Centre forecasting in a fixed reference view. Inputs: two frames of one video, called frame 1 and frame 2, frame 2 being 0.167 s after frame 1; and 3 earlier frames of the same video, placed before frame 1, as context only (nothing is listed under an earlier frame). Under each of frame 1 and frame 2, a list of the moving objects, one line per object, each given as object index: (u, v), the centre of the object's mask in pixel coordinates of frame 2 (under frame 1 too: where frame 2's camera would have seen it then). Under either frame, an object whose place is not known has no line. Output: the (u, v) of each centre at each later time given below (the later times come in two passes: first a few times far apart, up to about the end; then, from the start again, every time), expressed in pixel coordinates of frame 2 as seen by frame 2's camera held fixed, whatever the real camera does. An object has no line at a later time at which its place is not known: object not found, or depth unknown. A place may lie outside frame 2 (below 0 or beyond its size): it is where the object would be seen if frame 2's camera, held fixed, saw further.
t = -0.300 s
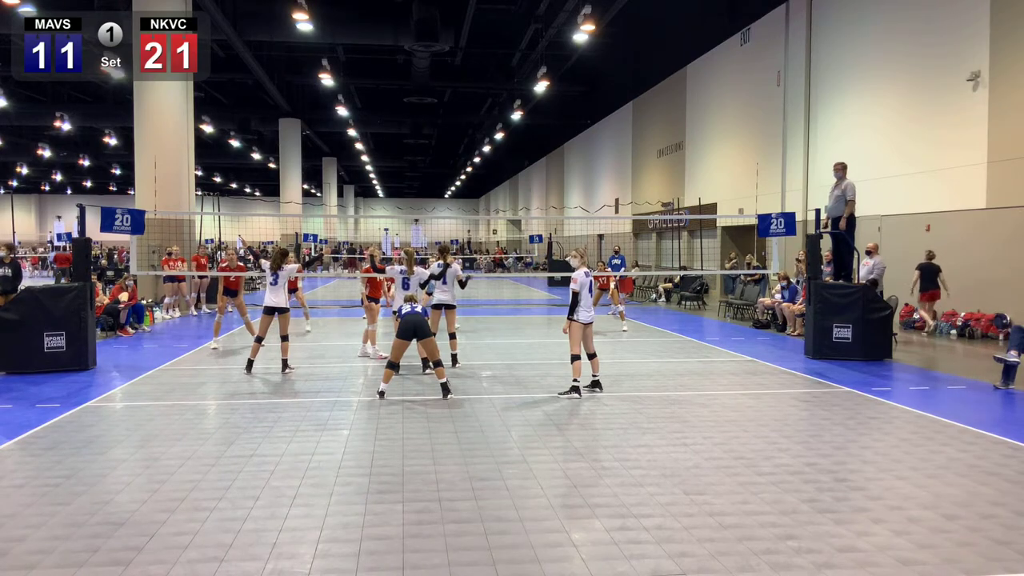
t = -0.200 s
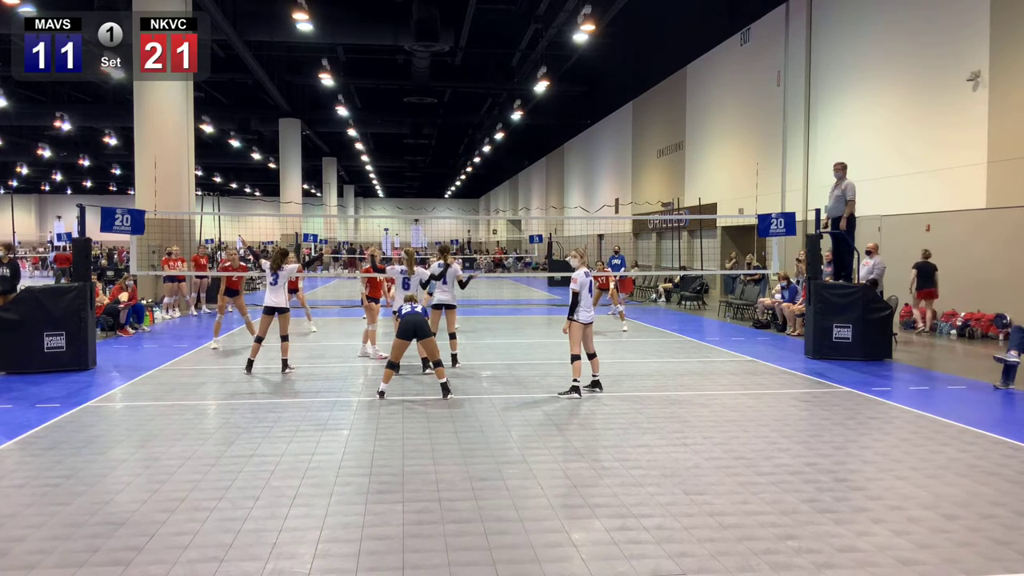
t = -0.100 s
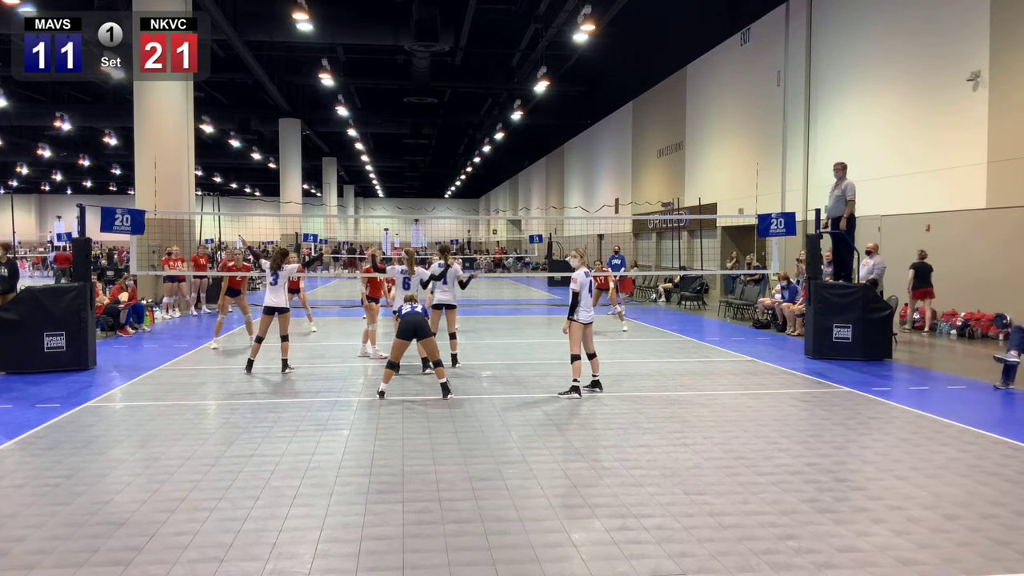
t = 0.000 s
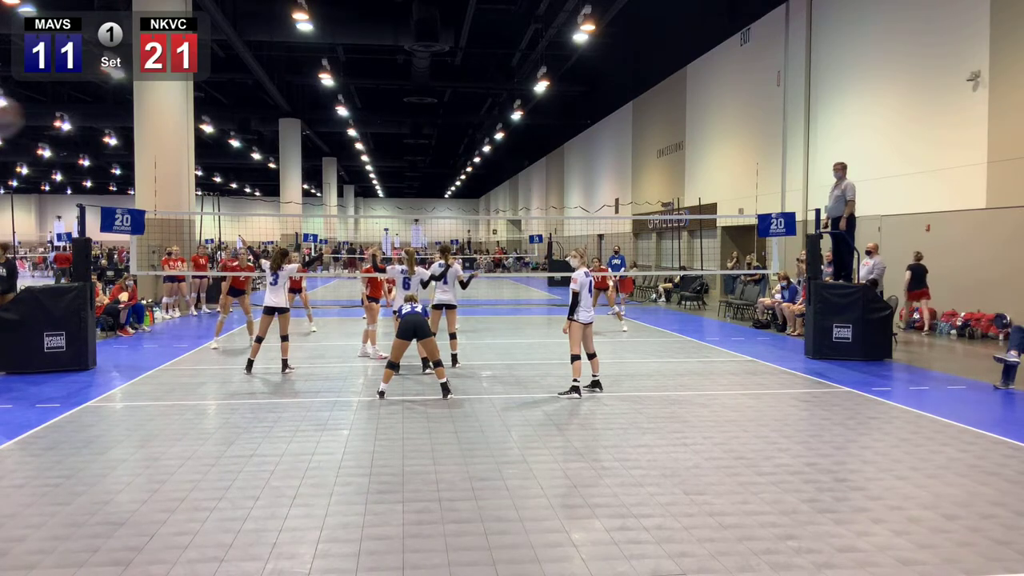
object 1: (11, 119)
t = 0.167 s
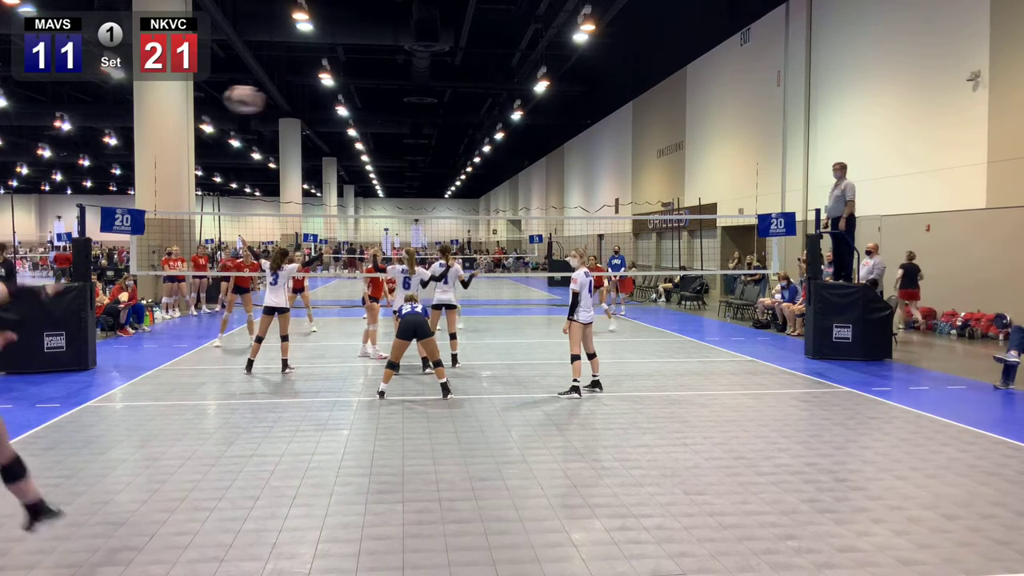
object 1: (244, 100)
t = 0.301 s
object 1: (346, 108)
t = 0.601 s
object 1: (461, 149)
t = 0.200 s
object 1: (275, 101)
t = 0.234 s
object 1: (302, 102)
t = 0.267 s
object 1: (323, 105)
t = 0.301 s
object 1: (346, 108)
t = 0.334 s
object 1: (365, 111)
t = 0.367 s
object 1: (381, 115)
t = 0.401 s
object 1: (396, 119)
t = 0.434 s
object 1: (410, 123)
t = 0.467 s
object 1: (423, 128)
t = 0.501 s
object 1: (433, 133)
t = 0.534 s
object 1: (444, 138)
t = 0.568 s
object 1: (453, 144)
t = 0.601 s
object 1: (461, 149)
